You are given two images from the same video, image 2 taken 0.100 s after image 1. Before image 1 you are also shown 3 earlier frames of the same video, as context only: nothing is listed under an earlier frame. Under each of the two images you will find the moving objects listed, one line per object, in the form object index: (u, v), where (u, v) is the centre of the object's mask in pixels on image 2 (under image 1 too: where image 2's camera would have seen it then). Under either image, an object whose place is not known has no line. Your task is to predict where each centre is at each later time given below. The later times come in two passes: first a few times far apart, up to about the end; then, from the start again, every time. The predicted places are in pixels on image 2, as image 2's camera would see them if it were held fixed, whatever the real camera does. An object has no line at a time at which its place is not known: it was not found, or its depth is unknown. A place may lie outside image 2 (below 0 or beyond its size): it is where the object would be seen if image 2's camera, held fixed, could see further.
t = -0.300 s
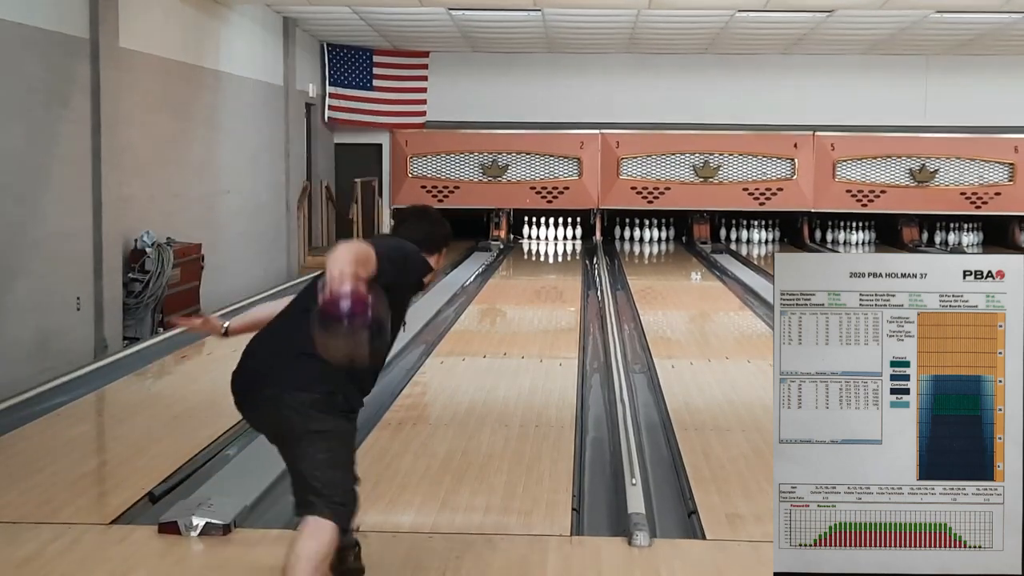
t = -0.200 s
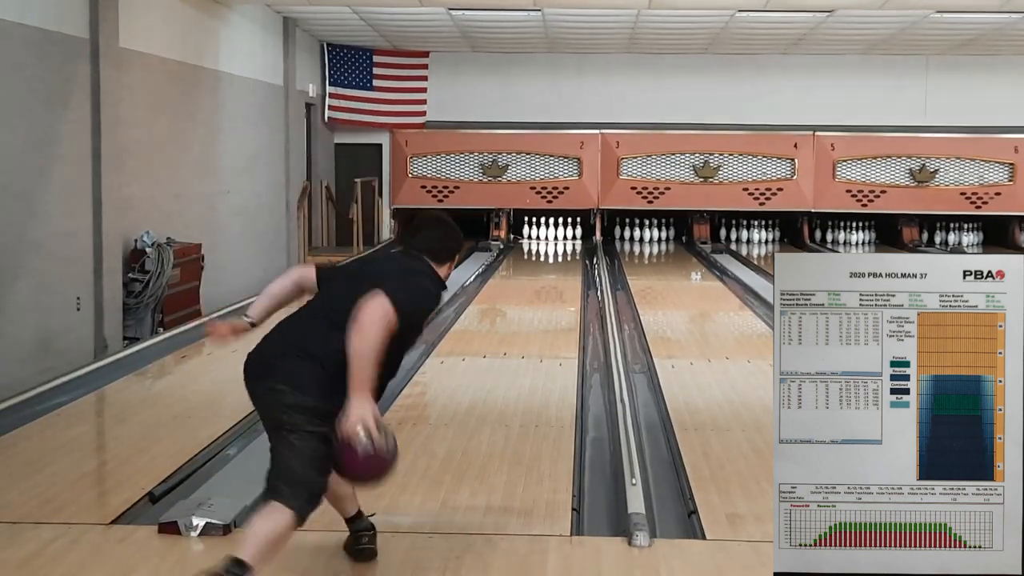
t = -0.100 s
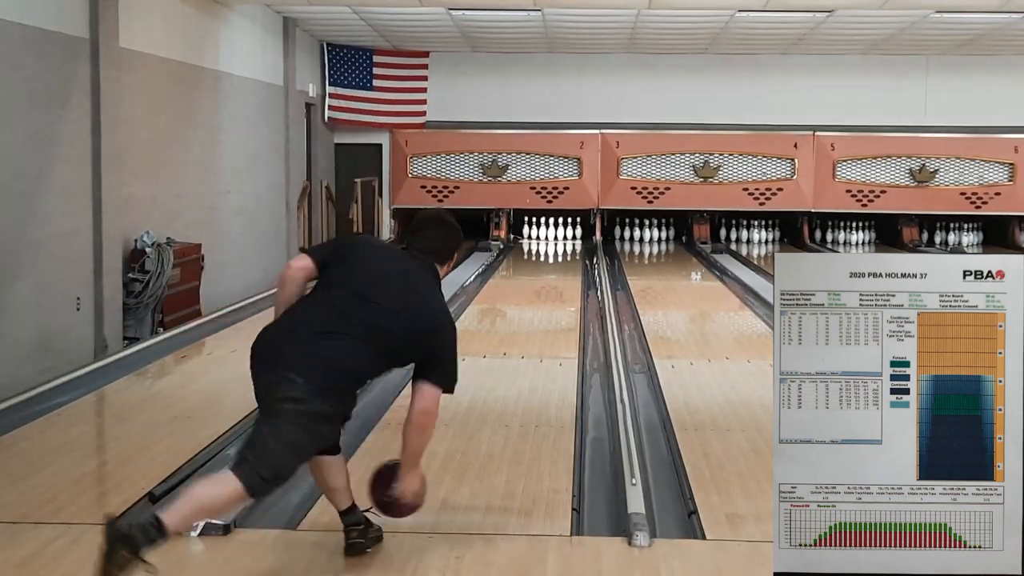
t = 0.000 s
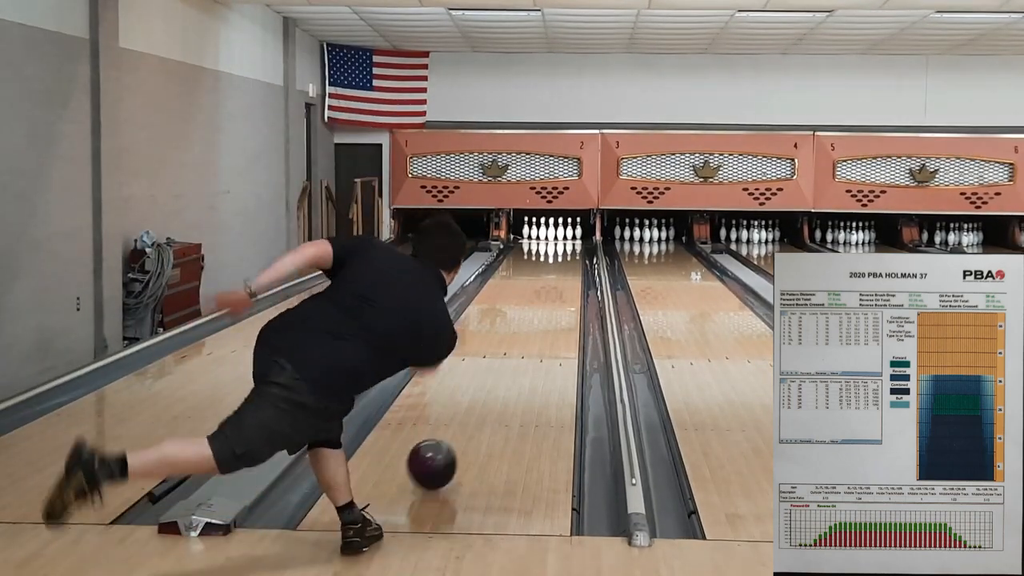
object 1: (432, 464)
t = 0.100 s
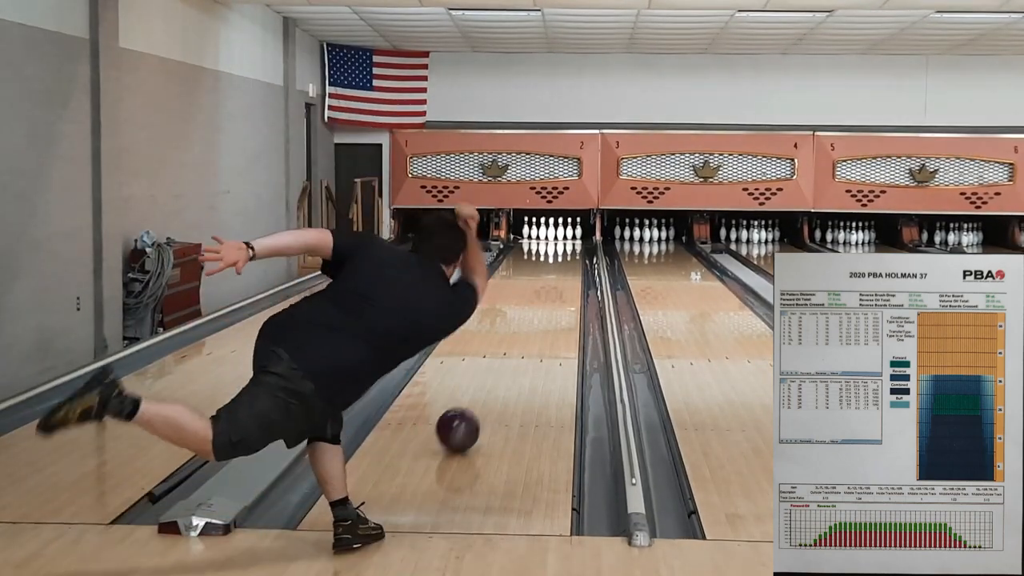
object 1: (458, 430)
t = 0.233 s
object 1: (483, 393)
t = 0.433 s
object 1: (512, 351)
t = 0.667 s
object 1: (533, 319)
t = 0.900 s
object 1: (549, 296)
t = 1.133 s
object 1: (559, 279)
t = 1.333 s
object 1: (565, 268)
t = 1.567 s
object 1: (569, 257)
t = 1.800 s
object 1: (569, 249)
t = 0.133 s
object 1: (465, 419)
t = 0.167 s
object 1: (472, 410)
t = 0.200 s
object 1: (478, 400)
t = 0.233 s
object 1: (483, 393)
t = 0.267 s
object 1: (489, 384)
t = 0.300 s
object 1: (494, 377)
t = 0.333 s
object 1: (499, 370)
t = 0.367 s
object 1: (503, 363)
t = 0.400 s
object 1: (508, 357)
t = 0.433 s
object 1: (512, 351)
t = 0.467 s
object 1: (515, 346)
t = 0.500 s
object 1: (519, 341)
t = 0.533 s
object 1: (522, 336)
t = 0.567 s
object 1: (525, 331)
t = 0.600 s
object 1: (528, 327)
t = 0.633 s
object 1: (531, 323)
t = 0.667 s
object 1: (533, 319)
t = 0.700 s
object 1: (536, 316)
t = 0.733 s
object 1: (538, 312)
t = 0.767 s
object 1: (540, 308)
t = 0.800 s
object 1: (543, 305)
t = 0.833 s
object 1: (545, 302)
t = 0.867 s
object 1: (546, 299)
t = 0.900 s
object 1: (549, 296)
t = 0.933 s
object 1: (550, 293)
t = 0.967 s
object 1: (552, 291)
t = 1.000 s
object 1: (553, 288)
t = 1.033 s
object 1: (555, 286)
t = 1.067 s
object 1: (556, 284)
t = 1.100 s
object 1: (557, 282)
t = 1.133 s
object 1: (559, 279)
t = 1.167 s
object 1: (560, 277)
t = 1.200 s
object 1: (561, 275)
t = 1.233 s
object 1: (563, 274)
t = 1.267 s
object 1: (564, 272)
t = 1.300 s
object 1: (565, 270)
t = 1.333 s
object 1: (565, 268)
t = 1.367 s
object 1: (566, 266)
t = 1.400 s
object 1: (567, 265)
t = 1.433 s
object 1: (568, 263)
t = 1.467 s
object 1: (568, 262)
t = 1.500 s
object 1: (569, 260)
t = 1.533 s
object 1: (570, 258)
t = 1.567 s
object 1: (569, 257)
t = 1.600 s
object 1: (570, 256)
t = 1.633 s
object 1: (570, 255)
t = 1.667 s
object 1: (570, 253)
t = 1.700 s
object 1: (570, 252)
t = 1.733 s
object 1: (569, 251)
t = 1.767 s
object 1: (569, 250)
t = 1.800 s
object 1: (569, 249)
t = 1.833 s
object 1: (568, 248)
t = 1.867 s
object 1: (568, 247)
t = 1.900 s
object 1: (568, 246)
